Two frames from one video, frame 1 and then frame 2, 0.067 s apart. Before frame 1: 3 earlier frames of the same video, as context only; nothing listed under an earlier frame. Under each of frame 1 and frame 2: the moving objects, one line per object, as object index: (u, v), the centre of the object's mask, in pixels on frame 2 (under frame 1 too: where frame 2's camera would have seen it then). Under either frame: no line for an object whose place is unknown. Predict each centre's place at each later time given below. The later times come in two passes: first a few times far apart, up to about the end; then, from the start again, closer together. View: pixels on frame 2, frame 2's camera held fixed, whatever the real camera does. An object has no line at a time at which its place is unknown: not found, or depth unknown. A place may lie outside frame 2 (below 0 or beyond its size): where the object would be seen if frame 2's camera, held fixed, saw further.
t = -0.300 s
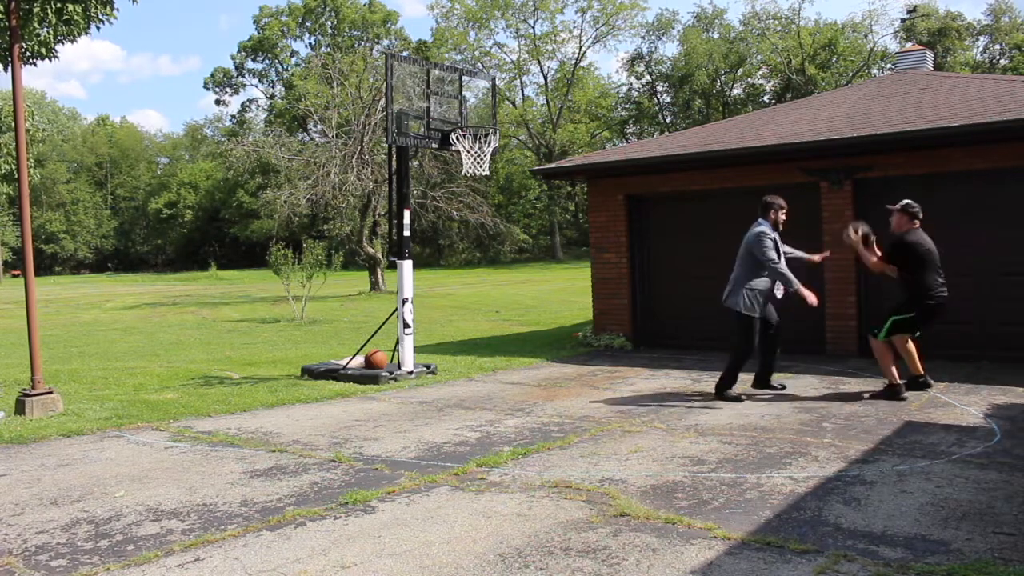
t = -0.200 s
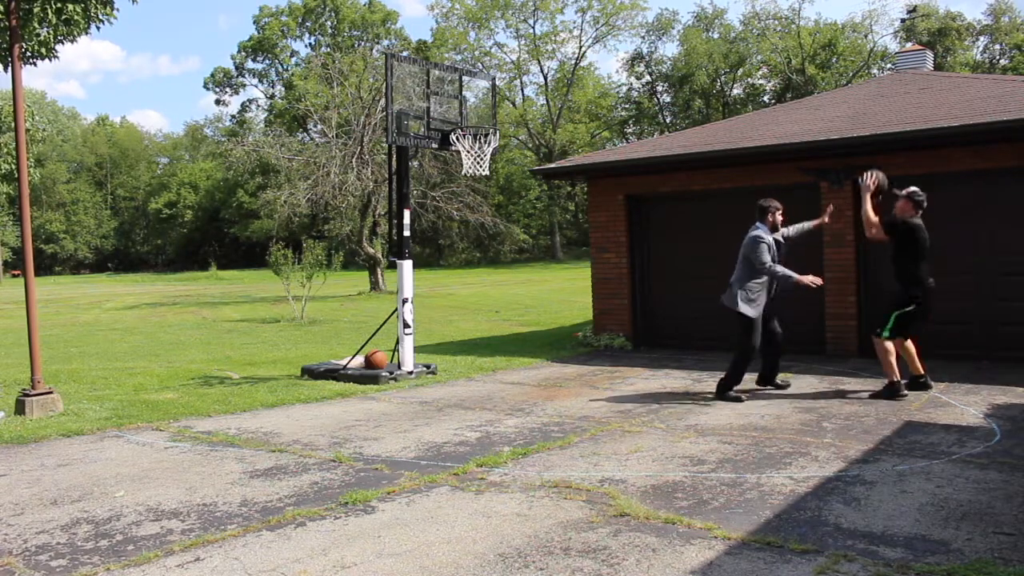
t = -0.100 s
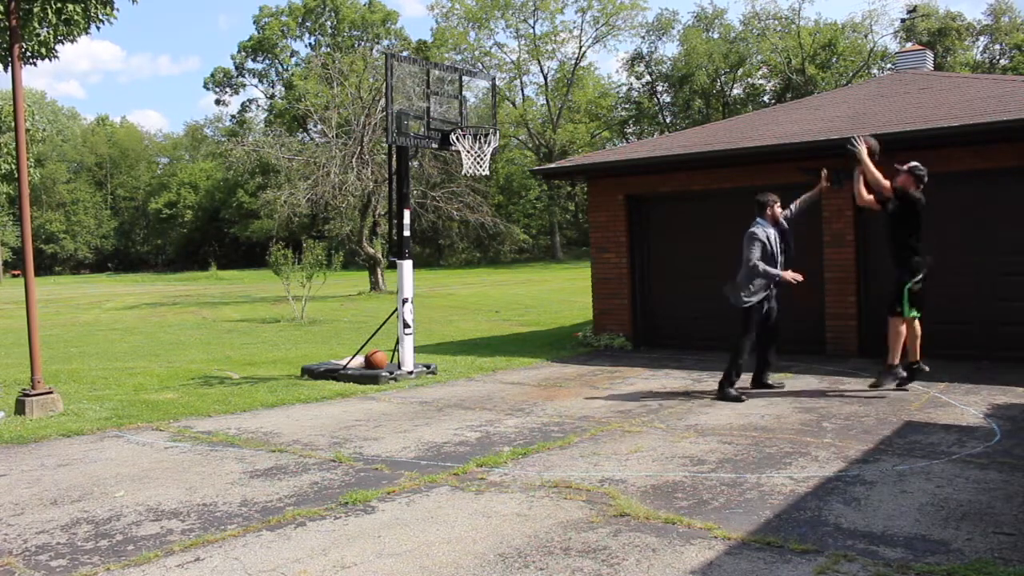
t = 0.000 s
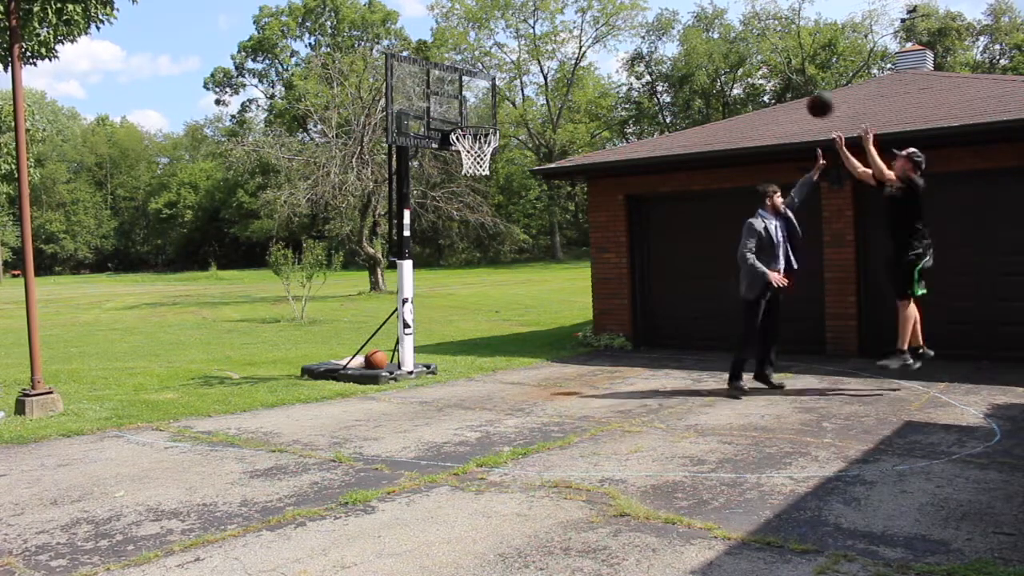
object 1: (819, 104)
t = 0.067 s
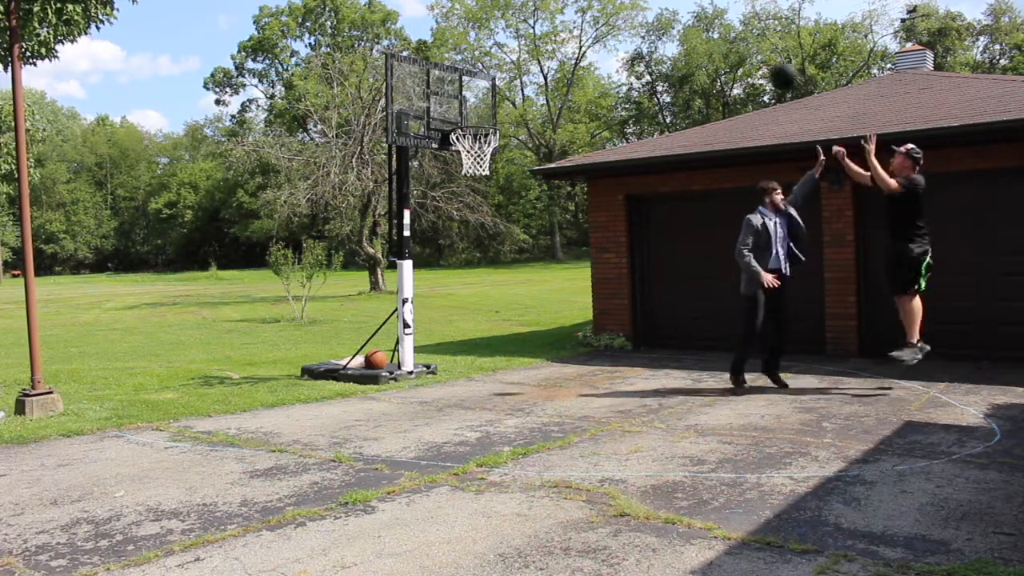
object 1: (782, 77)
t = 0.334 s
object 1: (644, 17)
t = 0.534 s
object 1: (551, 25)
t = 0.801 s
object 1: (458, 88)
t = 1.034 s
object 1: (493, 110)
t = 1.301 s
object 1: (529, 142)
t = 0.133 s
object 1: (746, 54)
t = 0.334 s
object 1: (644, 17)
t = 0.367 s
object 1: (628, 16)
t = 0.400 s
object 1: (612, 15)
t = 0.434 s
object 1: (596, 15)
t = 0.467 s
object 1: (581, 18)
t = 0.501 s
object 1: (566, 20)
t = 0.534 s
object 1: (551, 25)
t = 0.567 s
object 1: (536, 30)
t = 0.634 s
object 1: (507, 43)
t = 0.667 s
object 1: (494, 51)
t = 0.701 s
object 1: (480, 61)
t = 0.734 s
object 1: (465, 73)
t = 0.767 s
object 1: (453, 82)
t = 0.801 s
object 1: (458, 88)
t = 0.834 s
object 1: (464, 94)
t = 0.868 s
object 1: (470, 102)
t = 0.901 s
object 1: (475, 112)
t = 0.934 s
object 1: (481, 116)
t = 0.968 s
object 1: (485, 113)
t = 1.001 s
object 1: (488, 111)
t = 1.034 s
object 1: (493, 110)
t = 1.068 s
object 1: (498, 109)
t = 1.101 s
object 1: (502, 111)
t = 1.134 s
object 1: (506, 113)
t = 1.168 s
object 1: (511, 117)
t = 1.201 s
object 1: (514, 121)
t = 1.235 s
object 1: (519, 128)
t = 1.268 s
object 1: (525, 134)
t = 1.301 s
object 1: (529, 142)
